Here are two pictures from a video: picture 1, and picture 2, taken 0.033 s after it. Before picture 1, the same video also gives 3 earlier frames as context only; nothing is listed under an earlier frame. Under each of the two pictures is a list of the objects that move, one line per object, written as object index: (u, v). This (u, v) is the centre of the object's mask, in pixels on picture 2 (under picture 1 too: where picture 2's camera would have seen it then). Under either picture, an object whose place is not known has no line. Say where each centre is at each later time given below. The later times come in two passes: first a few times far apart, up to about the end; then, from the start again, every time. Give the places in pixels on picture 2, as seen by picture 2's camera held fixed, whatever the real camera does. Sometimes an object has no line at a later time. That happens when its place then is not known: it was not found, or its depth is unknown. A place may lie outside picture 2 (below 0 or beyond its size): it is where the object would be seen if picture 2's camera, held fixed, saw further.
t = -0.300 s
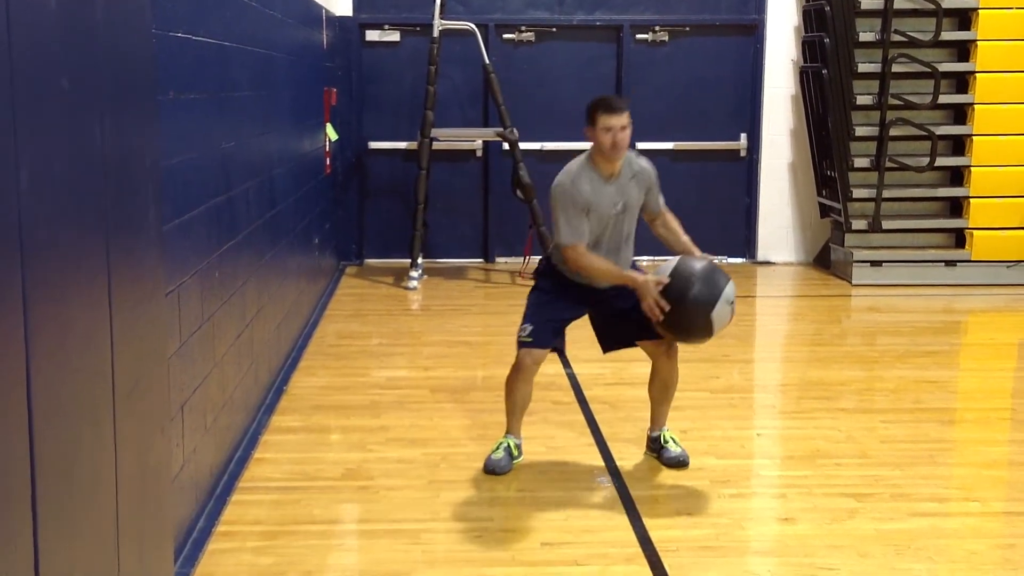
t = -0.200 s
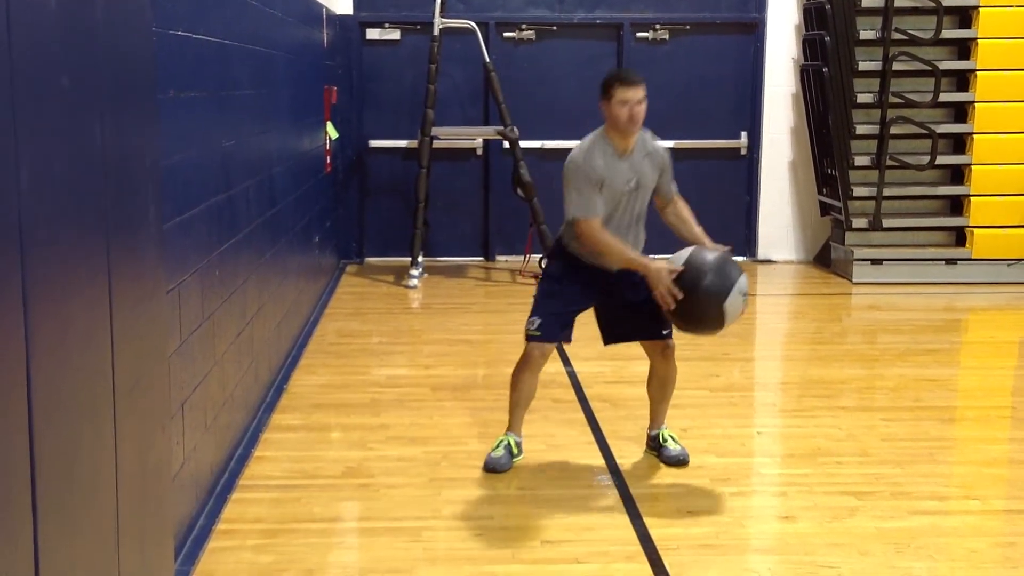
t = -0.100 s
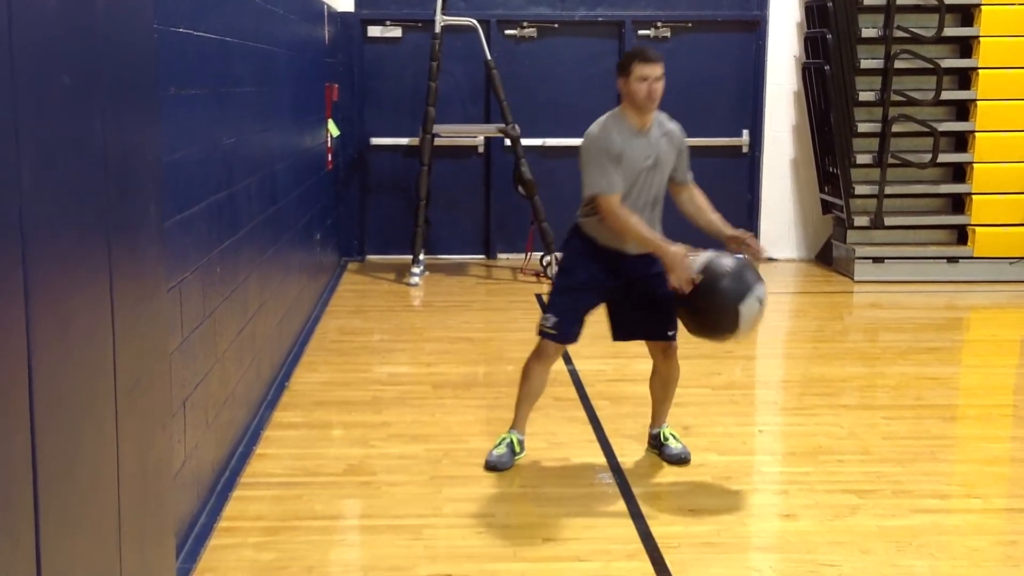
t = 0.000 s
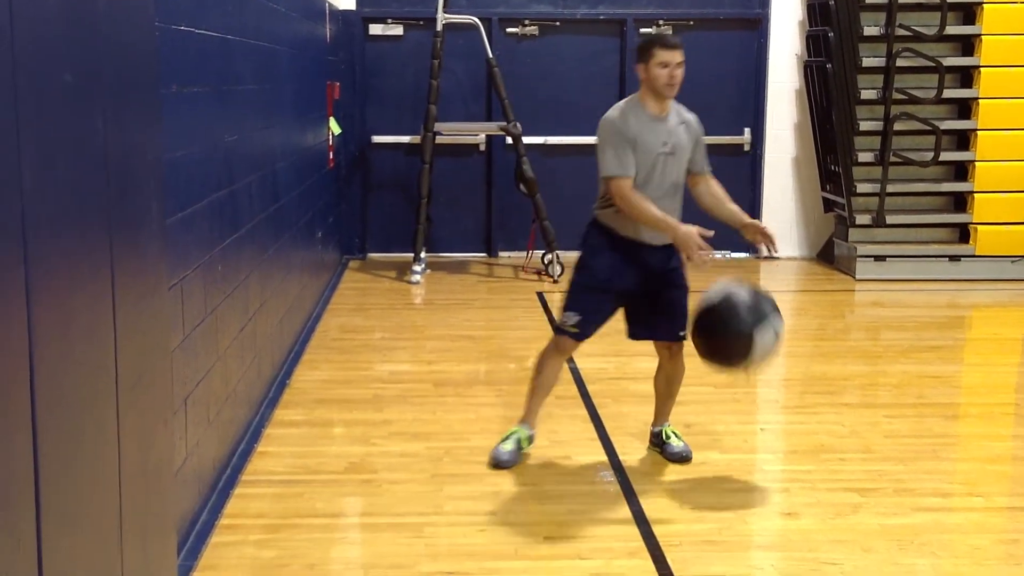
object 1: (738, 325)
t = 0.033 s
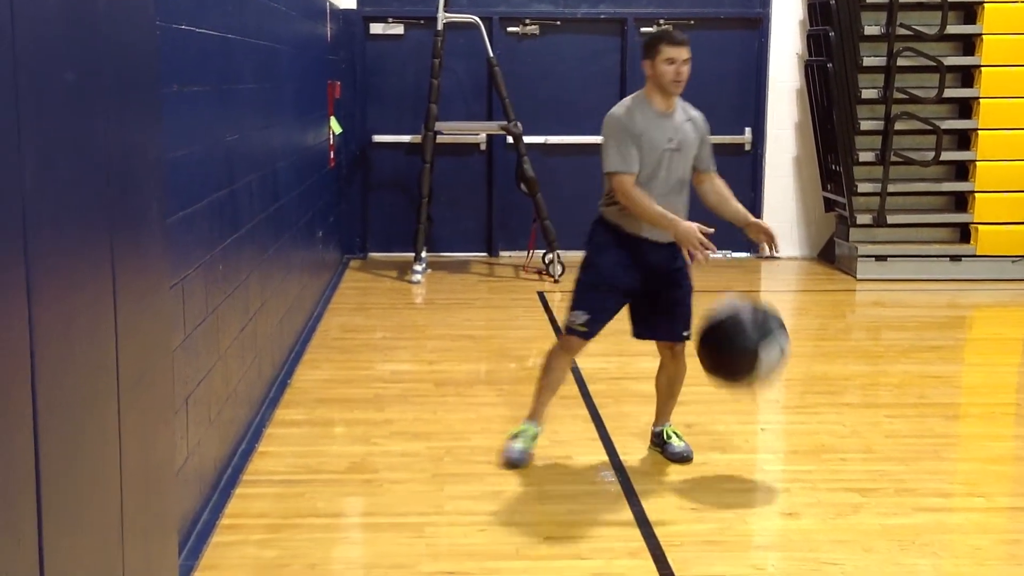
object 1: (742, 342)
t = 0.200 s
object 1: (768, 440)
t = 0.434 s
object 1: (808, 408)
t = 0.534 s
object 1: (821, 436)
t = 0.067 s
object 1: (748, 362)
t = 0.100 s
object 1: (753, 383)
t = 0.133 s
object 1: (758, 408)
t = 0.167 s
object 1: (763, 439)
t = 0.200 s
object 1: (768, 440)
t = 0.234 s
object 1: (773, 427)
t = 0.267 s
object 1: (778, 418)
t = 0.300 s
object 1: (784, 411)
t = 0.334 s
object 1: (790, 406)
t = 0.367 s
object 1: (797, 404)
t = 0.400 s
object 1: (803, 405)
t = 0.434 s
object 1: (808, 408)
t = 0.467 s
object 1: (812, 414)
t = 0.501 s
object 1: (817, 423)
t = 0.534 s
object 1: (821, 436)
